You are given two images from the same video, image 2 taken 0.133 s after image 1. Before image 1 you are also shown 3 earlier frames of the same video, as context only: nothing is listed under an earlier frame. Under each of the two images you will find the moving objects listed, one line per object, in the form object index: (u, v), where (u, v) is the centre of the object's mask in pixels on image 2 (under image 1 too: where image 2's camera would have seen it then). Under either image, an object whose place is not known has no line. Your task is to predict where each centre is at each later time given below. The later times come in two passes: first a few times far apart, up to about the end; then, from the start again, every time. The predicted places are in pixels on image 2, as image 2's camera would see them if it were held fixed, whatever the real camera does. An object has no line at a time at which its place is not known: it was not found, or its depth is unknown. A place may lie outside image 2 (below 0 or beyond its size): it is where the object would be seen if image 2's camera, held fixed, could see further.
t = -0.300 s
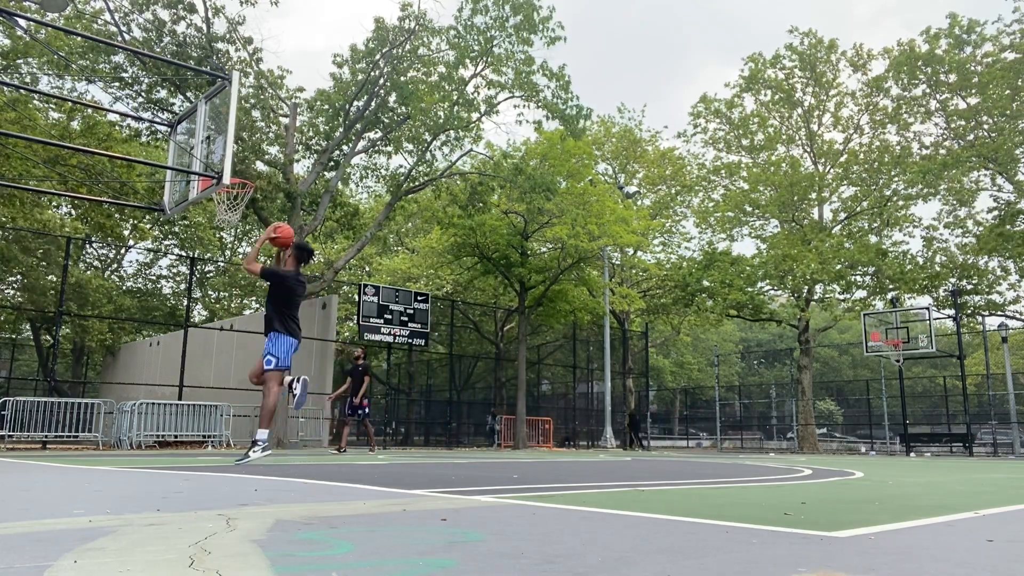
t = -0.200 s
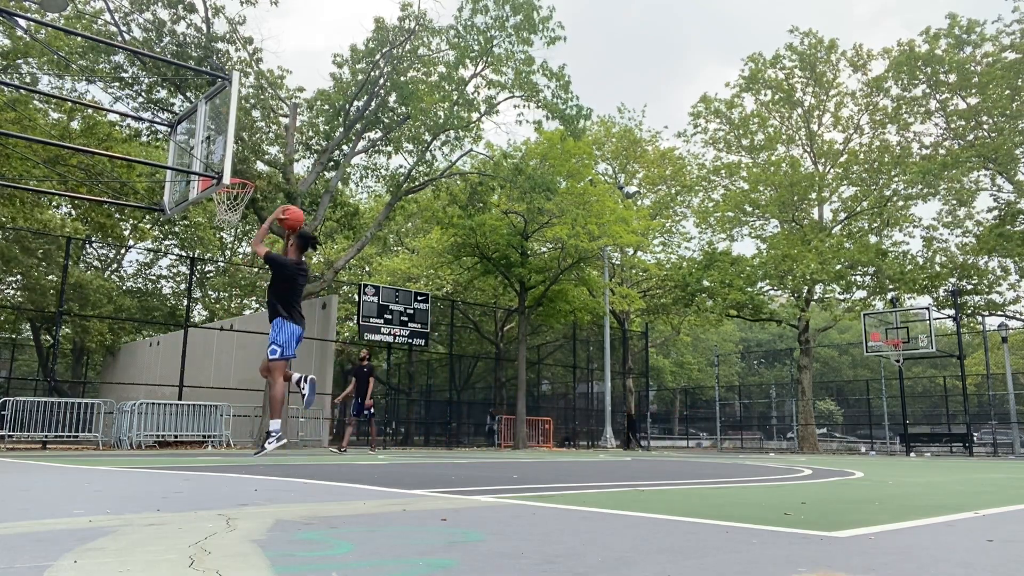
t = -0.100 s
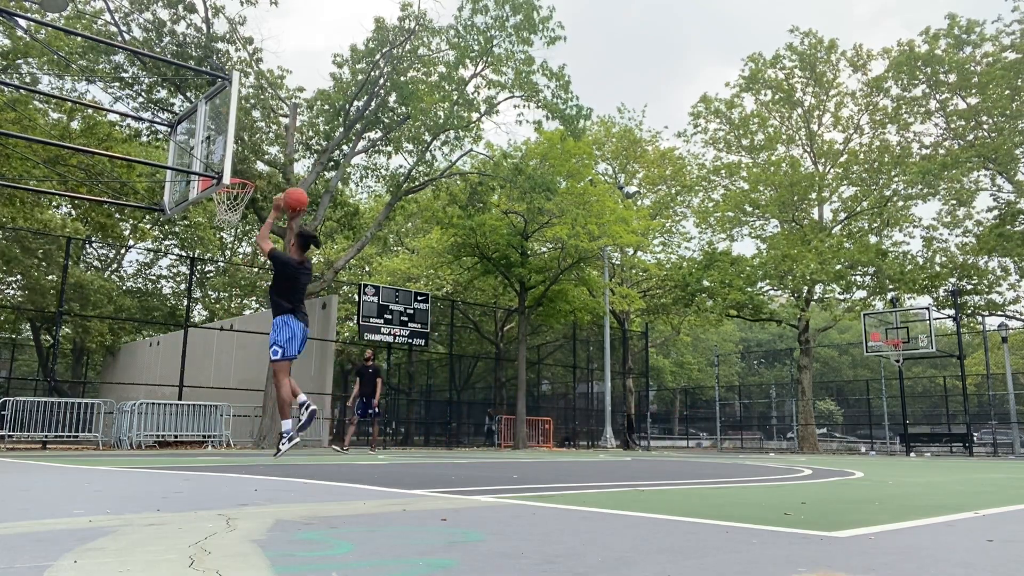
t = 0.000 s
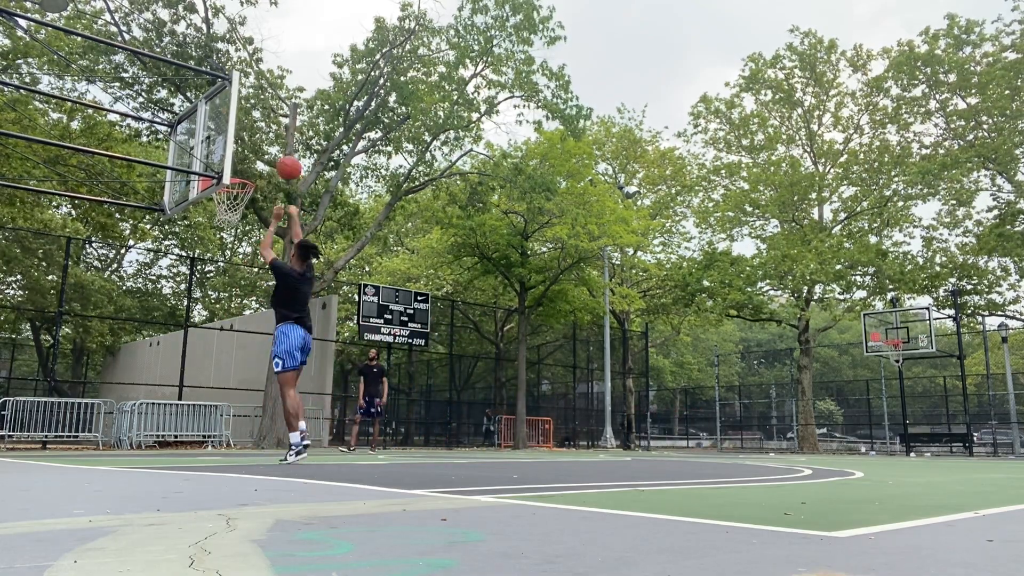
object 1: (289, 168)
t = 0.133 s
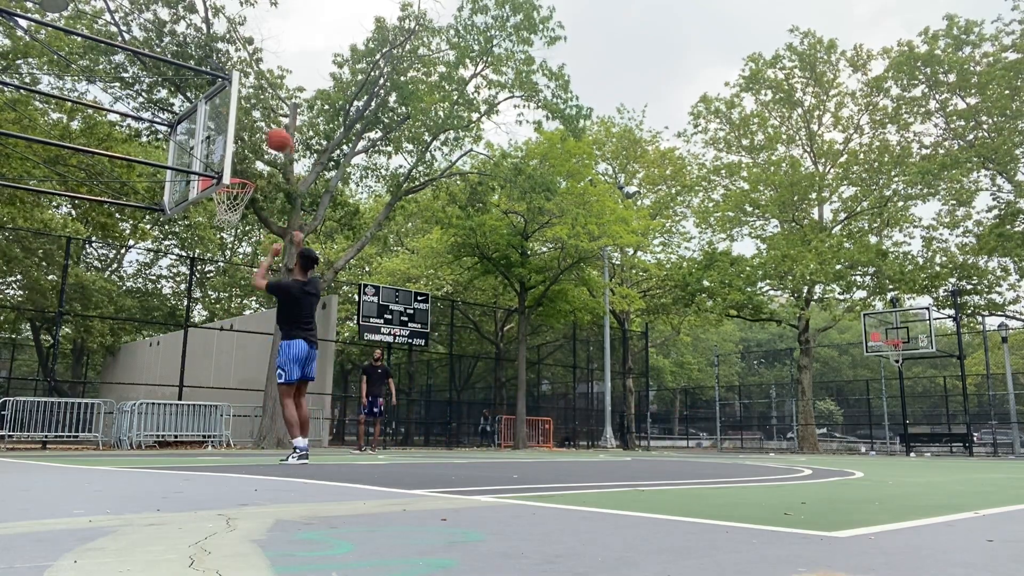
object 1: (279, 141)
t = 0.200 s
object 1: (272, 132)
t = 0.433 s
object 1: (252, 138)
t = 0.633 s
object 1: (237, 174)
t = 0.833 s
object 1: (224, 215)
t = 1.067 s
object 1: (226, 259)
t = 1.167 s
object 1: (226, 292)
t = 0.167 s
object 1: (275, 136)
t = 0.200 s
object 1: (272, 132)
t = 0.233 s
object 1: (269, 131)
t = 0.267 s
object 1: (267, 130)
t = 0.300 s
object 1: (263, 129)
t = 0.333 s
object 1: (260, 130)
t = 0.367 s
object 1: (258, 132)
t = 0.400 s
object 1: (254, 134)
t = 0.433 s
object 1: (252, 138)
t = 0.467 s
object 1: (249, 142)
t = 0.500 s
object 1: (246, 147)
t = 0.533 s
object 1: (243, 153)
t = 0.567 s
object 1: (241, 161)
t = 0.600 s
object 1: (239, 169)
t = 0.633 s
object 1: (237, 174)
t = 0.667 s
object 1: (232, 187)
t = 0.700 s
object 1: (228, 195)
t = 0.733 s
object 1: (223, 204)
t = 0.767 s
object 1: (223, 210)
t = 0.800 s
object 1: (223, 212)
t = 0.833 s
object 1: (224, 215)
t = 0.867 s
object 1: (224, 219)
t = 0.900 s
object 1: (224, 223)
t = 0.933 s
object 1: (225, 228)
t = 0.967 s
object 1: (225, 235)
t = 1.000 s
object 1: (225, 242)
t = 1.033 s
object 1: (226, 250)
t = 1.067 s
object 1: (226, 259)
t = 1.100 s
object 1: (226, 269)
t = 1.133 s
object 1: (226, 280)
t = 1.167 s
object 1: (226, 292)
